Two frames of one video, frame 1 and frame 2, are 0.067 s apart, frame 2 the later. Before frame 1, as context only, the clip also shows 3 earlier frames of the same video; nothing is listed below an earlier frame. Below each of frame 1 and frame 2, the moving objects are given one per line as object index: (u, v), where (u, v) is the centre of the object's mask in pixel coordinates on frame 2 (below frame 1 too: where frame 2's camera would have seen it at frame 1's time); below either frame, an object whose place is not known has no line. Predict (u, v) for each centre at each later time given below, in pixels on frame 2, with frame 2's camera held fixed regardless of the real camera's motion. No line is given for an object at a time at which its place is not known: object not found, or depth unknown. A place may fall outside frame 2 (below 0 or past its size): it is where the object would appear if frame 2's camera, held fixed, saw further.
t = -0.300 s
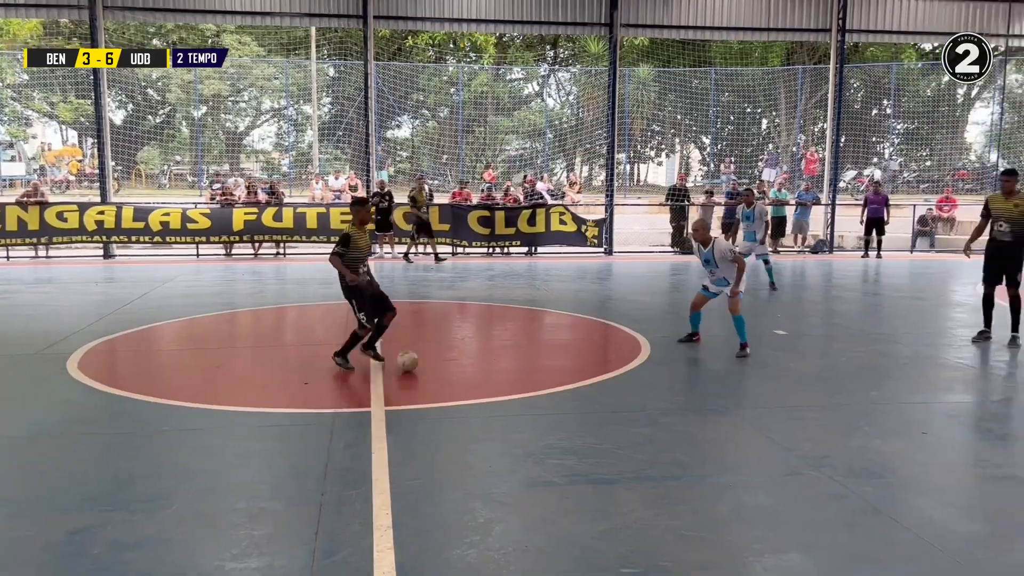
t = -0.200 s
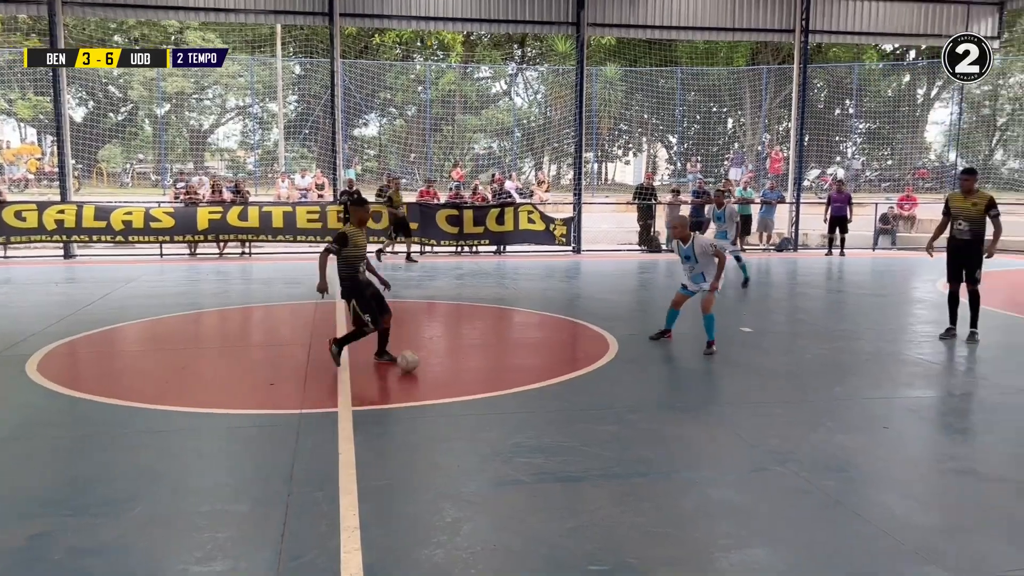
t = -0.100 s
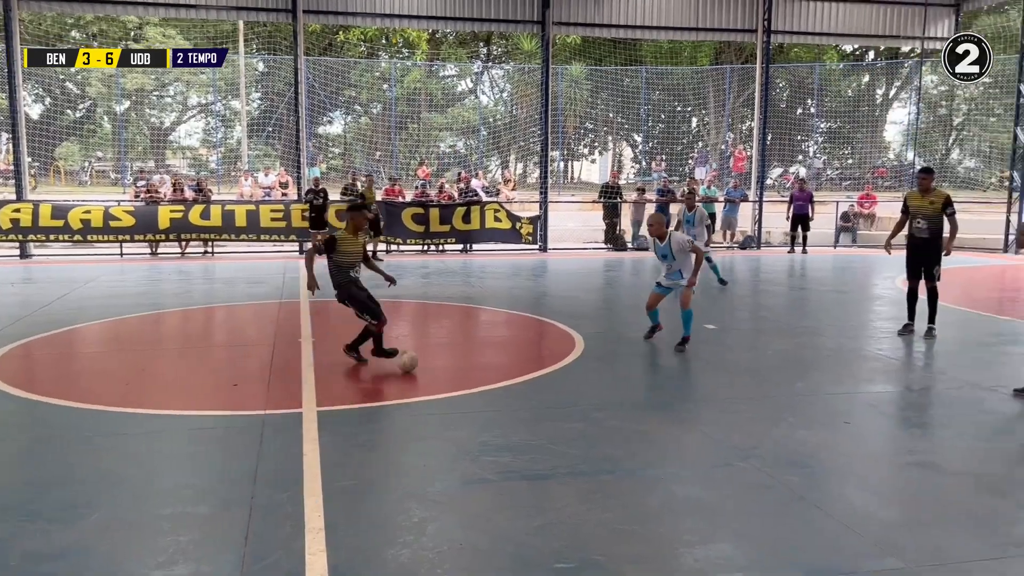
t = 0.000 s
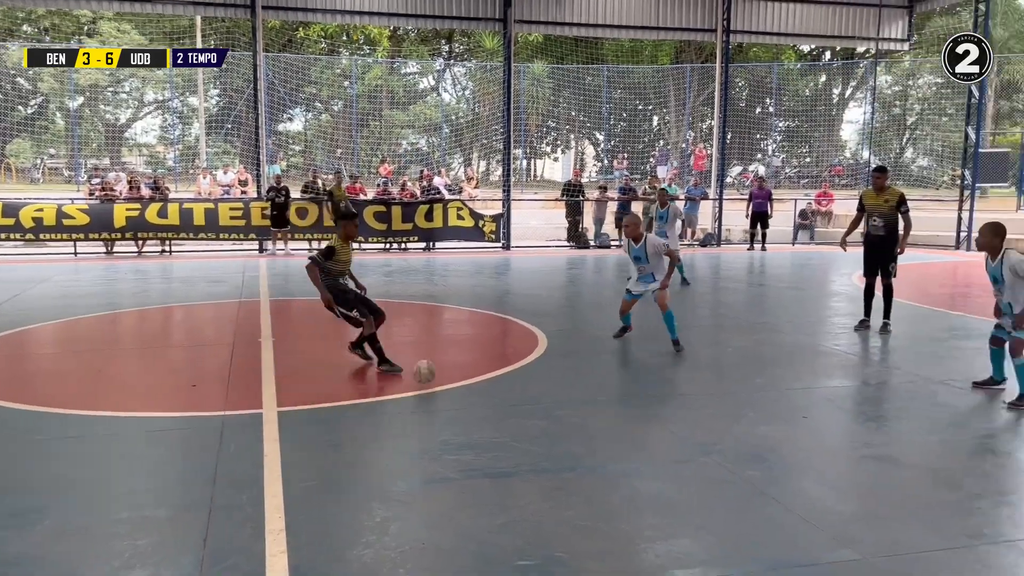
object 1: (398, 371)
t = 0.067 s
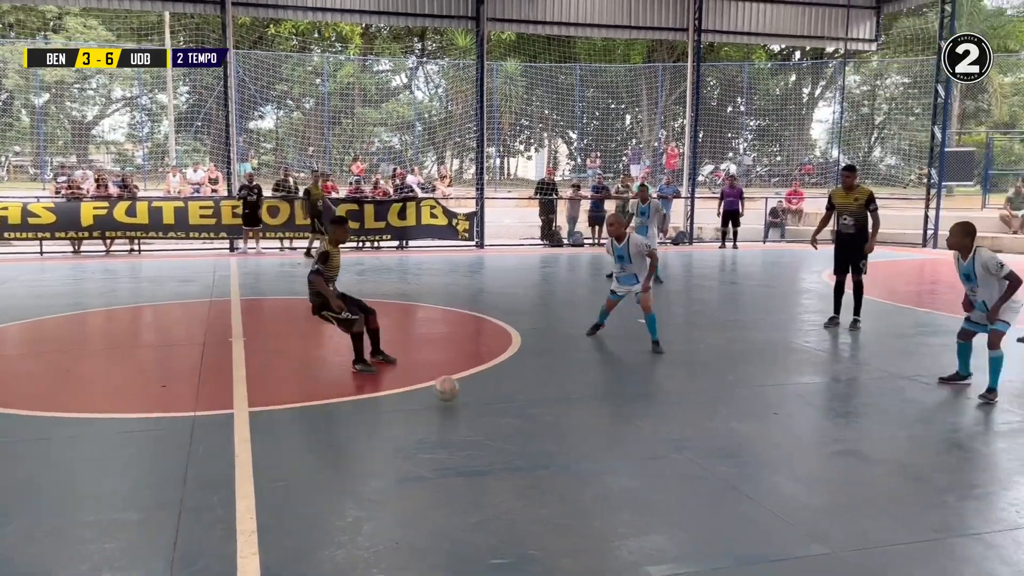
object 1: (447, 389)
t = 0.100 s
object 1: (473, 400)
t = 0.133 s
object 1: (502, 411)
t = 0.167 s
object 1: (531, 420)
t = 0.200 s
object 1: (562, 430)
